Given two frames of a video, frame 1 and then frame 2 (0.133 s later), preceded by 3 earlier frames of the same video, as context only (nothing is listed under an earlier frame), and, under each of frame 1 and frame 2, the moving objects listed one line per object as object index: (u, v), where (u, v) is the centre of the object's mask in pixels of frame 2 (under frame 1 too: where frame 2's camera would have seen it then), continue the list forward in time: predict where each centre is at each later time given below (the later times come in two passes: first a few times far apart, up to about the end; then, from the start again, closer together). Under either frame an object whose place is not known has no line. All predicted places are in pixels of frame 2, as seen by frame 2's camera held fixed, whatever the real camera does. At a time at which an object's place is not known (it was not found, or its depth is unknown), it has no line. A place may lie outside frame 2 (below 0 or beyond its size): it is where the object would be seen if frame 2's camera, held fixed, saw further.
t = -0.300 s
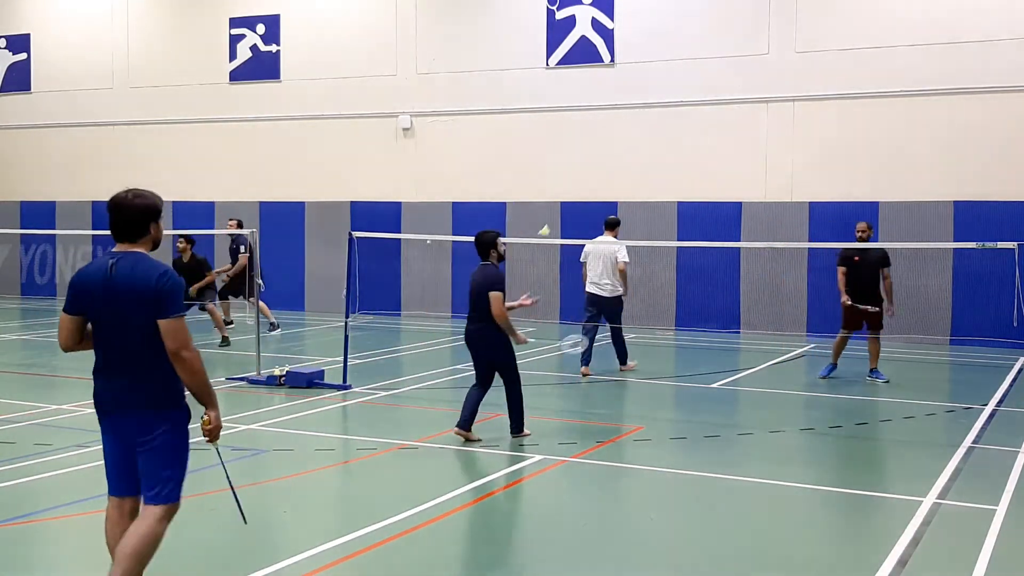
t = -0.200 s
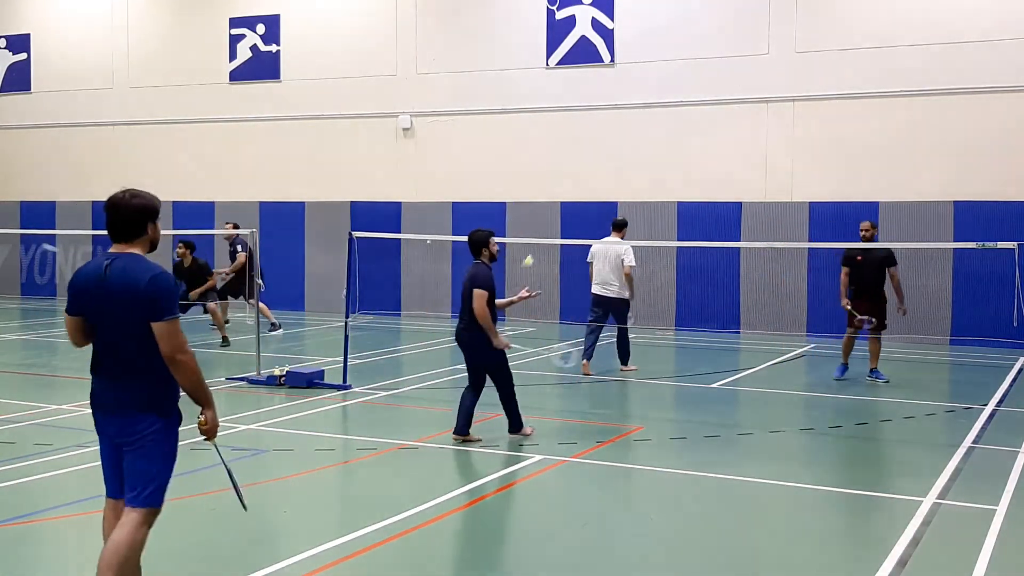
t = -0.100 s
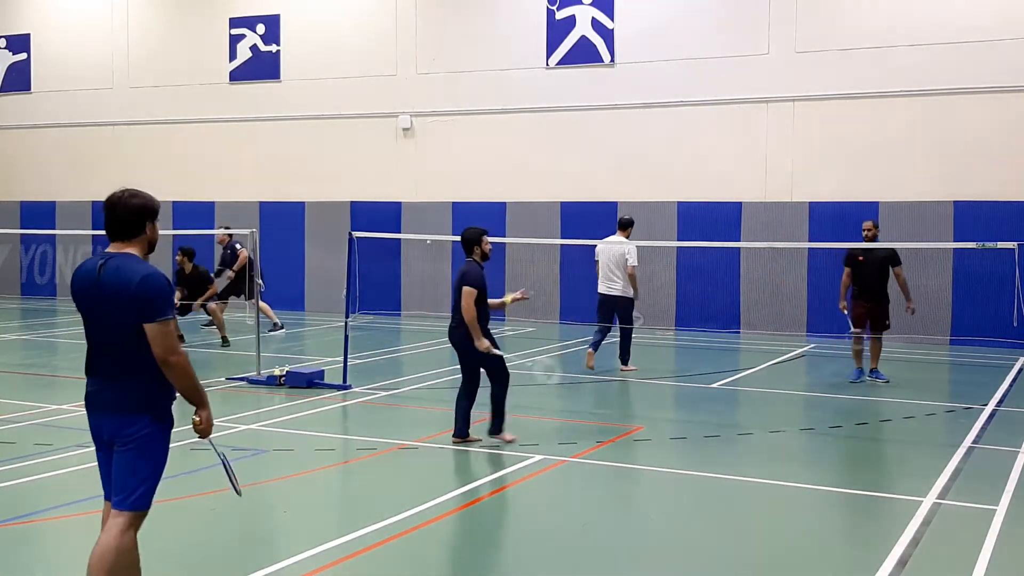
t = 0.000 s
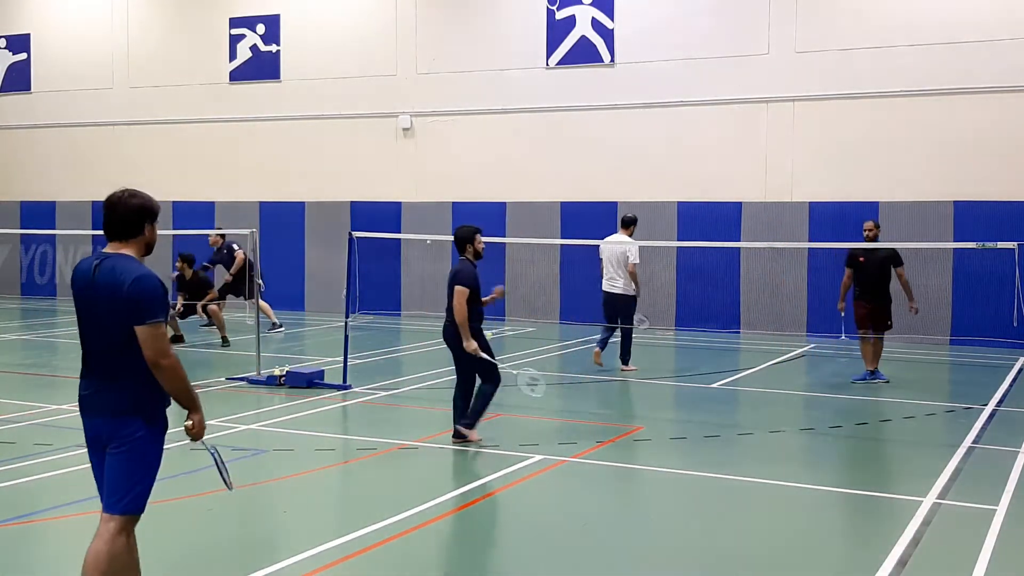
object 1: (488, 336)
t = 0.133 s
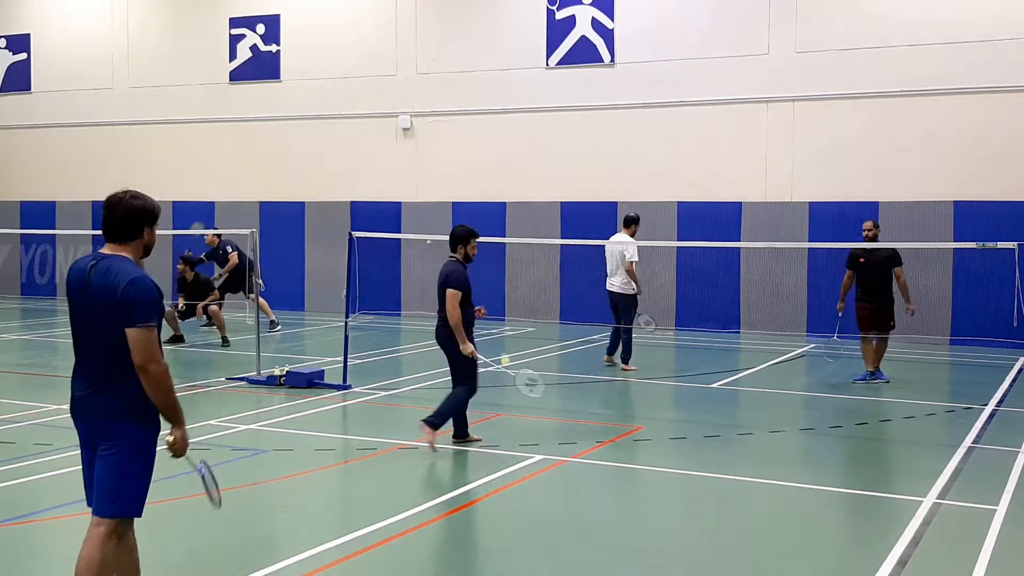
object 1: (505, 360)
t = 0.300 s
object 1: (516, 426)
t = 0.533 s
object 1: (516, 440)
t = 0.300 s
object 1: (516, 426)
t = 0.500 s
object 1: (516, 441)
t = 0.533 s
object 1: (516, 440)
